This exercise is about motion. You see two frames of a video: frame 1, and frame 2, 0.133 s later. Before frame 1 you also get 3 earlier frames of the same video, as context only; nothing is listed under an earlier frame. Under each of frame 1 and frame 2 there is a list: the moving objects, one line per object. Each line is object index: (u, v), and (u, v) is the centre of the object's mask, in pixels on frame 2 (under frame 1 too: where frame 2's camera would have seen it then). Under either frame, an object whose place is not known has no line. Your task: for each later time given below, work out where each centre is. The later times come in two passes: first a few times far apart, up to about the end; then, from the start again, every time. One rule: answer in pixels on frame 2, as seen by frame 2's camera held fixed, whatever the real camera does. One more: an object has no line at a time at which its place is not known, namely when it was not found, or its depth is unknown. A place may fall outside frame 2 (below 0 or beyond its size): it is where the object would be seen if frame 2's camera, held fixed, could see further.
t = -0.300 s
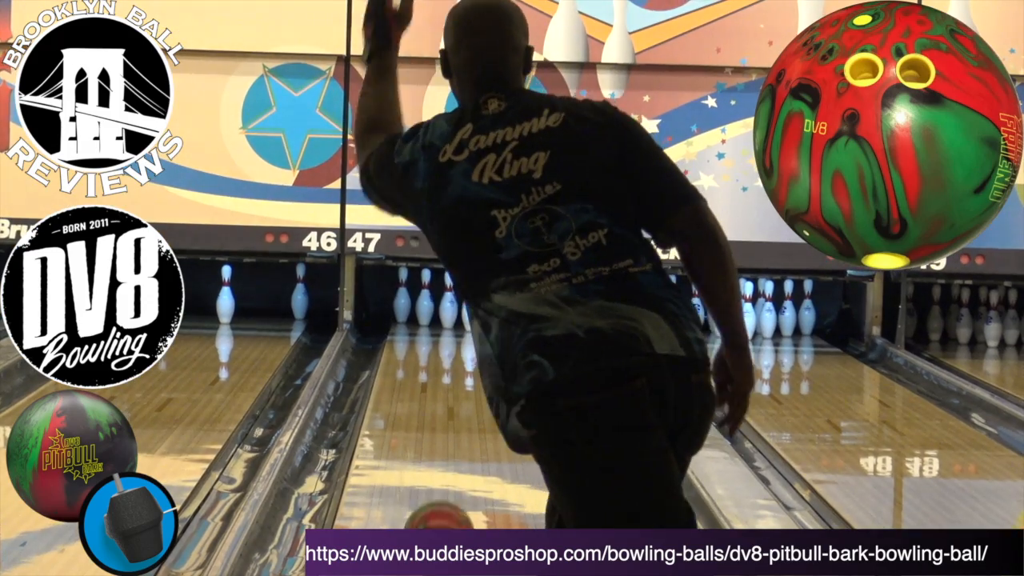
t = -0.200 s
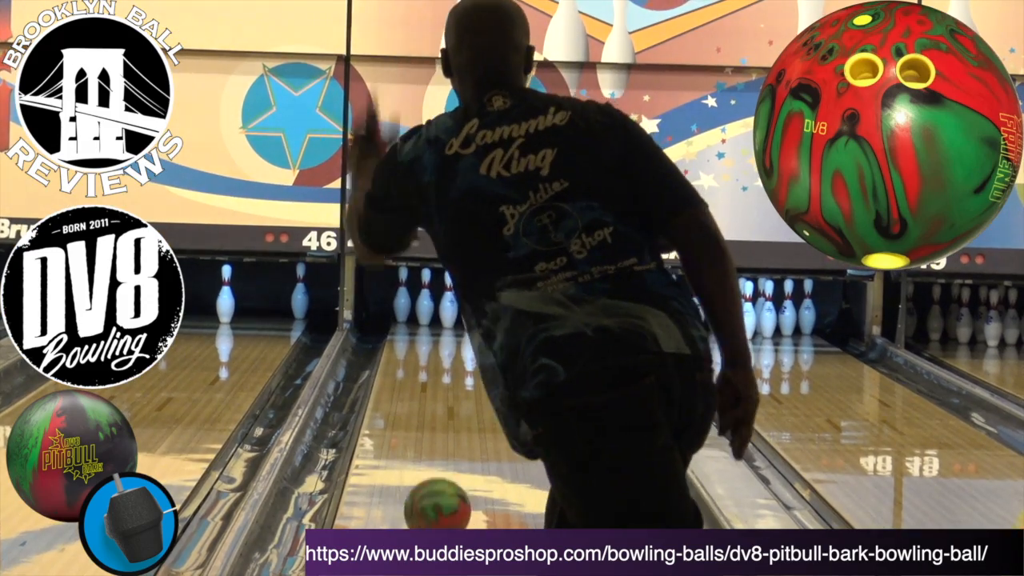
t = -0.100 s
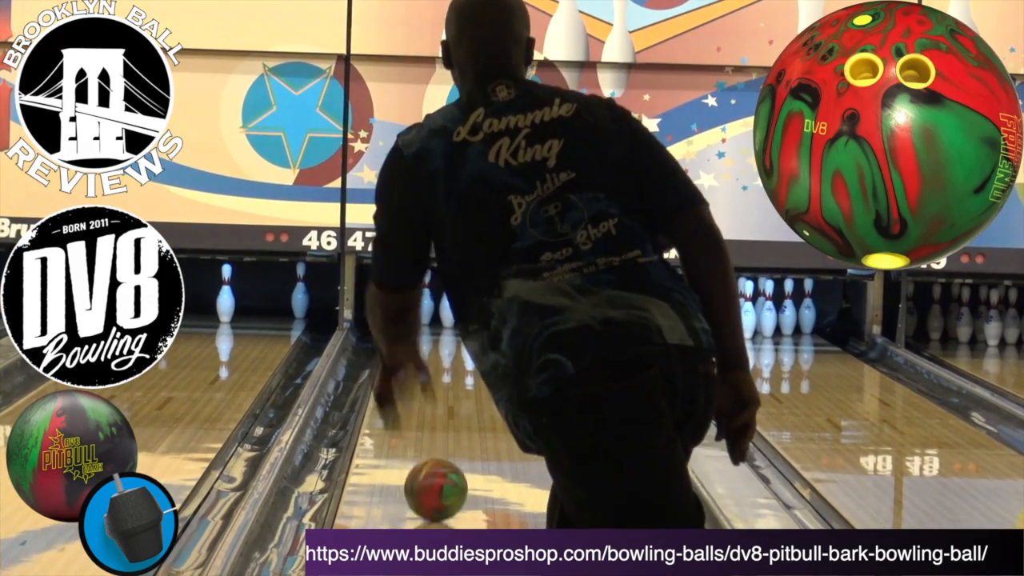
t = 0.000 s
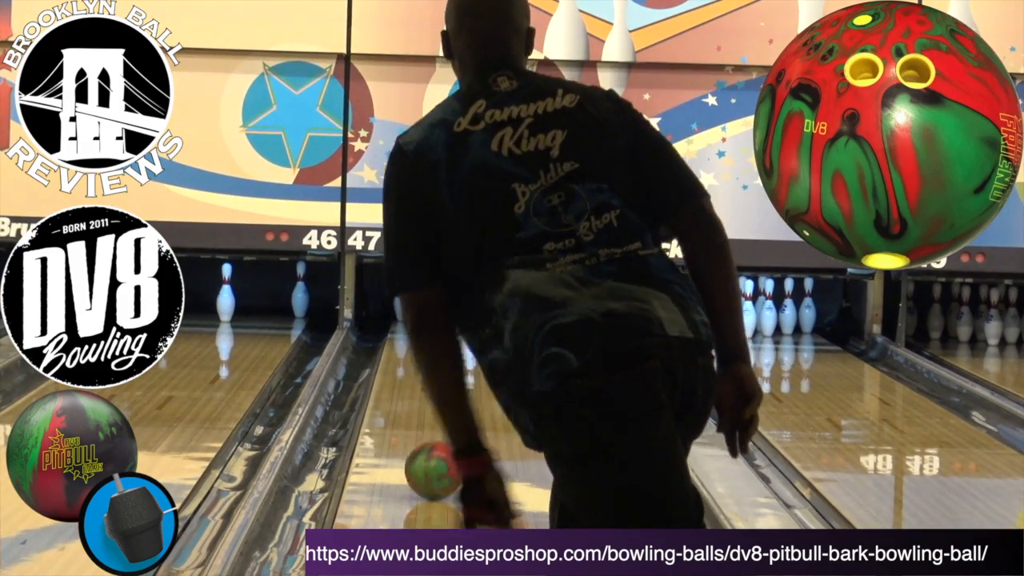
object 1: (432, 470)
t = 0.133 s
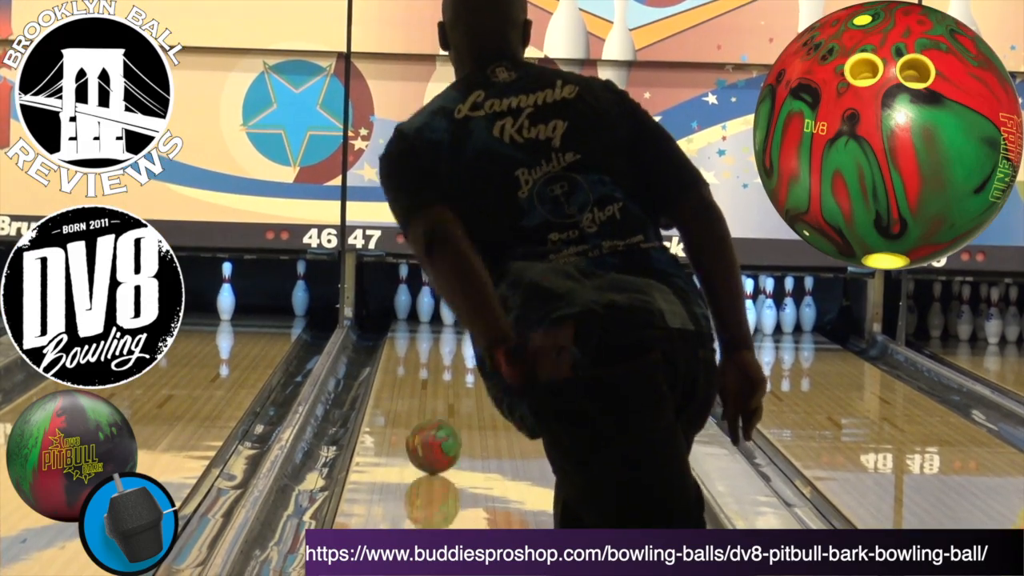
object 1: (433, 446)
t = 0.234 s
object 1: (433, 431)
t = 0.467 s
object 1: (425, 401)
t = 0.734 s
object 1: (432, 370)
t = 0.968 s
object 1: (433, 350)
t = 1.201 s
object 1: (440, 334)
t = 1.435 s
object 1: (449, 321)
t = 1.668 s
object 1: (460, 311)
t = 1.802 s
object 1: (462, 307)
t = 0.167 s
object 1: (433, 440)
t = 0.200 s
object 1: (433, 435)
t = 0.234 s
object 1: (433, 431)
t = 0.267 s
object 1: (432, 426)
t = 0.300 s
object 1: (432, 420)
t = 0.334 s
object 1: (432, 415)
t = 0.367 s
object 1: (432, 411)
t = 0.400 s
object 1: (432, 406)
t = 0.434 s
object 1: (426, 405)
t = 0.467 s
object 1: (425, 401)
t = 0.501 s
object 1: (427, 396)
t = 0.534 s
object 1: (431, 391)
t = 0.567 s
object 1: (432, 387)
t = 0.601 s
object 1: (432, 383)
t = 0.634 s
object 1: (432, 380)
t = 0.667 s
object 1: (431, 377)
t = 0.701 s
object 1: (431, 372)
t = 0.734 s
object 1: (432, 370)
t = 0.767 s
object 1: (432, 367)
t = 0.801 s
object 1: (432, 363)
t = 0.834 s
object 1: (432, 360)
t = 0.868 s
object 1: (432, 358)
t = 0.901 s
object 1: (433, 355)
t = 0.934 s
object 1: (433, 352)
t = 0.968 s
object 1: (433, 350)
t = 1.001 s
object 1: (435, 348)
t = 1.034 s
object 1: (435, 345)
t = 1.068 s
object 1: (436, 343)
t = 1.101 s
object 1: (437, 340)
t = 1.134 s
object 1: (438, 338)
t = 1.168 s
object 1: (439, 336)
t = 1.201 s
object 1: (440, 334)
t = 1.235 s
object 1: (441, 332)
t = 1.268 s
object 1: (442, 330)
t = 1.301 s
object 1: (444, 328)
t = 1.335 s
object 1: (446, 326)
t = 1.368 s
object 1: (447, 325)
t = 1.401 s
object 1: (449, 323)
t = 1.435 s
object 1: (449, 321)
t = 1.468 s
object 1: (451, 319)
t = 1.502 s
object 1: (453, 318)
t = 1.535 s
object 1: (455, 316)
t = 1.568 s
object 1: (457, 315)
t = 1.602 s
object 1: (459, 313)
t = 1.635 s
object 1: (461, 312)
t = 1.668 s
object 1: (460, 311)
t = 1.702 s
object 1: (461, 310)
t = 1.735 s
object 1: (462, 309)
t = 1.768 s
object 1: (462, 308)
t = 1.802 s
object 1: (462, 307)
